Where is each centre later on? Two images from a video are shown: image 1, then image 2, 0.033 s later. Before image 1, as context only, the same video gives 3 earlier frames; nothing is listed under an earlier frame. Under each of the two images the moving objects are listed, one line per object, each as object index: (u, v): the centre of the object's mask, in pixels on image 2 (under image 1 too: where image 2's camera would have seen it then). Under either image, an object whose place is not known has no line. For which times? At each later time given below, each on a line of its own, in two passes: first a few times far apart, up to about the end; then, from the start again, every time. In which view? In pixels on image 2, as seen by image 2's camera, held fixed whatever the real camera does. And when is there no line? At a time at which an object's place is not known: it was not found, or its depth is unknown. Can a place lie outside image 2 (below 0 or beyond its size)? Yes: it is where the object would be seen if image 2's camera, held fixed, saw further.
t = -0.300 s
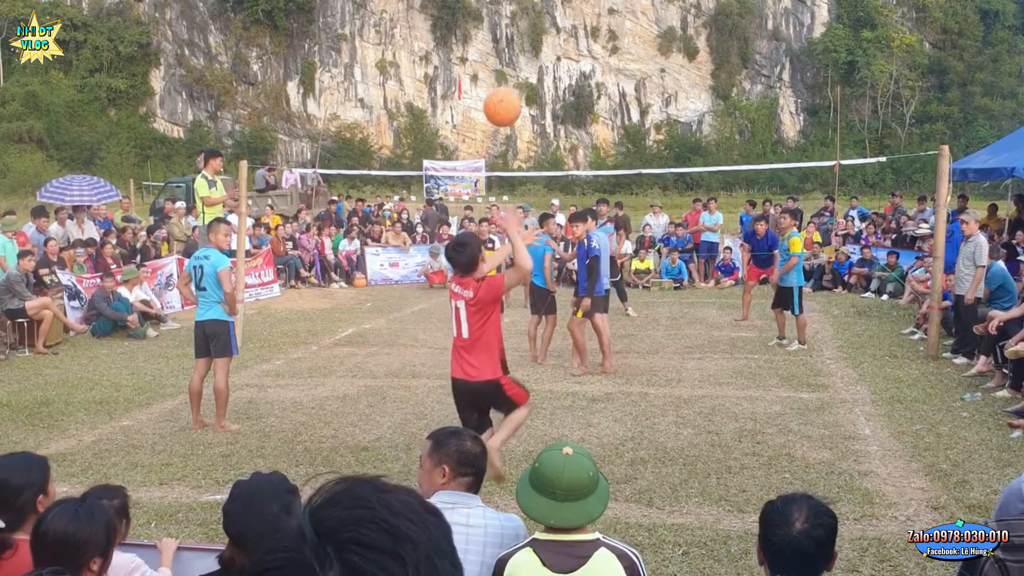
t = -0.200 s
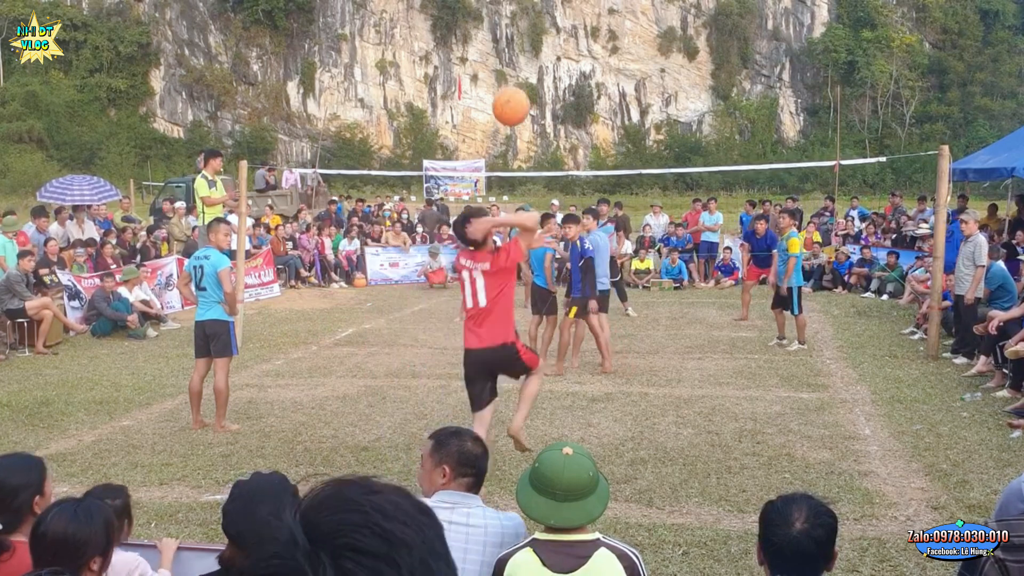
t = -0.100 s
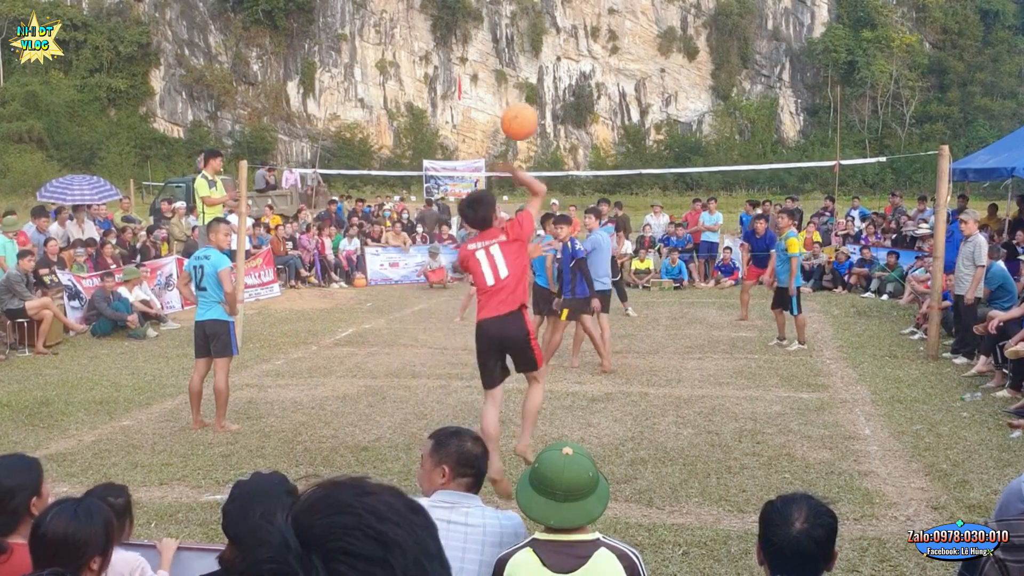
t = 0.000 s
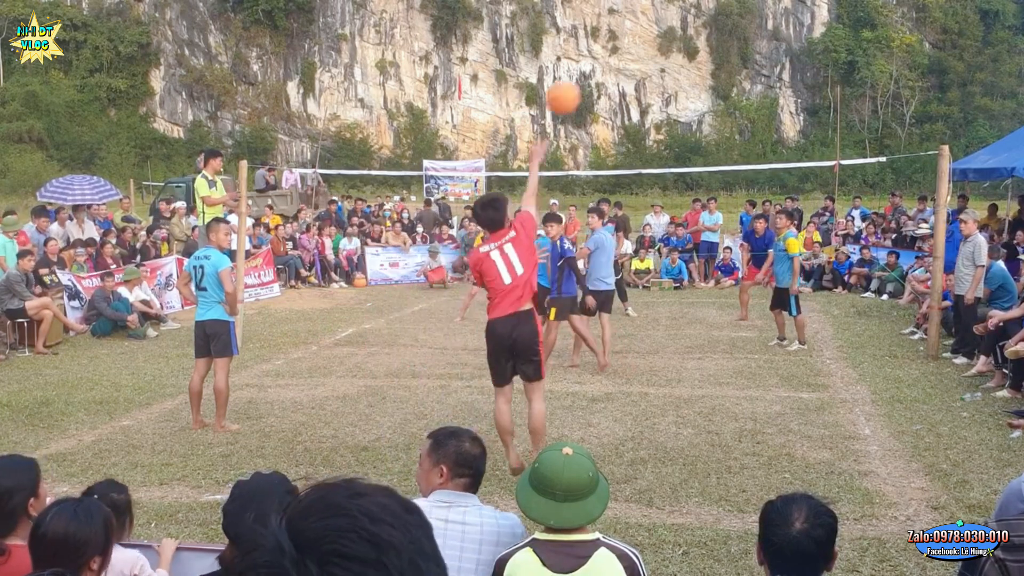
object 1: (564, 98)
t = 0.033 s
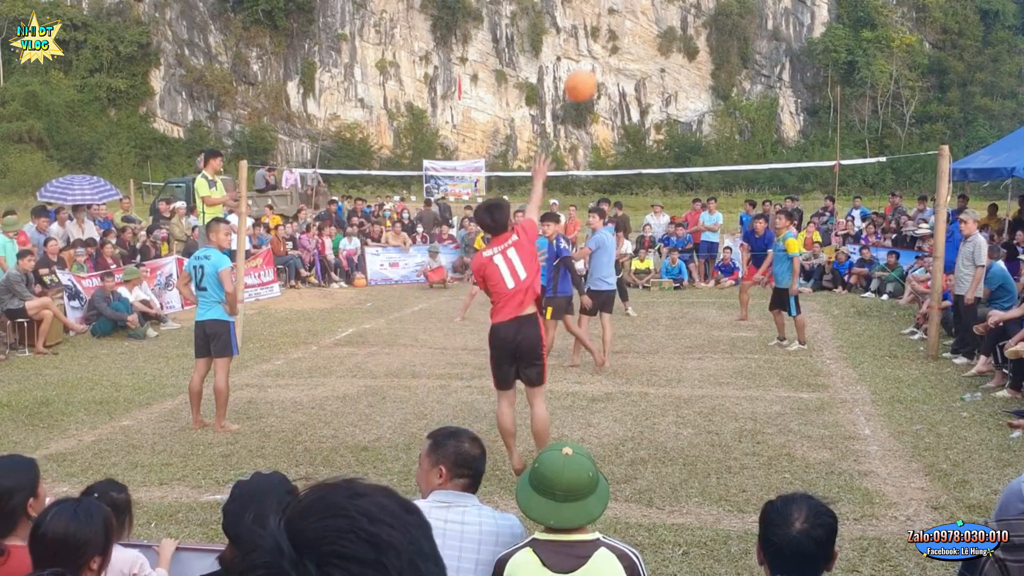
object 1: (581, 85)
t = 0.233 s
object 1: (657, 70)
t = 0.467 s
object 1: (711, 110)
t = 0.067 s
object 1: (597, 77)
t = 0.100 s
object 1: (612, 73)
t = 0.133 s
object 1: (625, 68)
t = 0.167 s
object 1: (637, 67)
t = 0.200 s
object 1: (647, 68)
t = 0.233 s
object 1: (657, 70)
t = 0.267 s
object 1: (666, 73)
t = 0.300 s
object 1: (675, 76)
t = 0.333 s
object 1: (683, 82)
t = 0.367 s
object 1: (690, 88)
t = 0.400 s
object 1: (697, 95)
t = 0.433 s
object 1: (704, 102)
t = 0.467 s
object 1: (711, 110)
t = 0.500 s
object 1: (716, 118)
